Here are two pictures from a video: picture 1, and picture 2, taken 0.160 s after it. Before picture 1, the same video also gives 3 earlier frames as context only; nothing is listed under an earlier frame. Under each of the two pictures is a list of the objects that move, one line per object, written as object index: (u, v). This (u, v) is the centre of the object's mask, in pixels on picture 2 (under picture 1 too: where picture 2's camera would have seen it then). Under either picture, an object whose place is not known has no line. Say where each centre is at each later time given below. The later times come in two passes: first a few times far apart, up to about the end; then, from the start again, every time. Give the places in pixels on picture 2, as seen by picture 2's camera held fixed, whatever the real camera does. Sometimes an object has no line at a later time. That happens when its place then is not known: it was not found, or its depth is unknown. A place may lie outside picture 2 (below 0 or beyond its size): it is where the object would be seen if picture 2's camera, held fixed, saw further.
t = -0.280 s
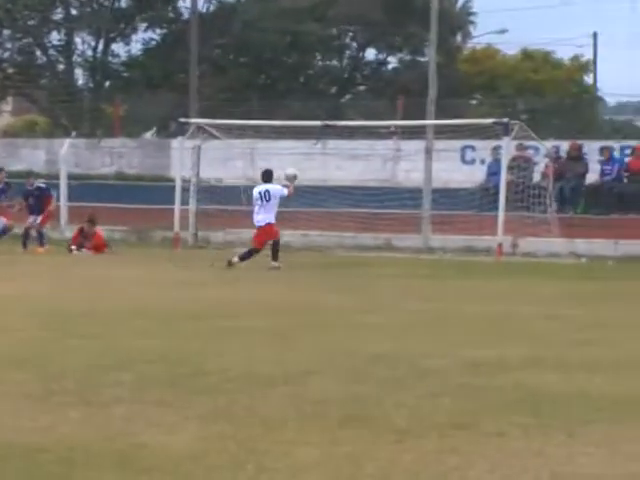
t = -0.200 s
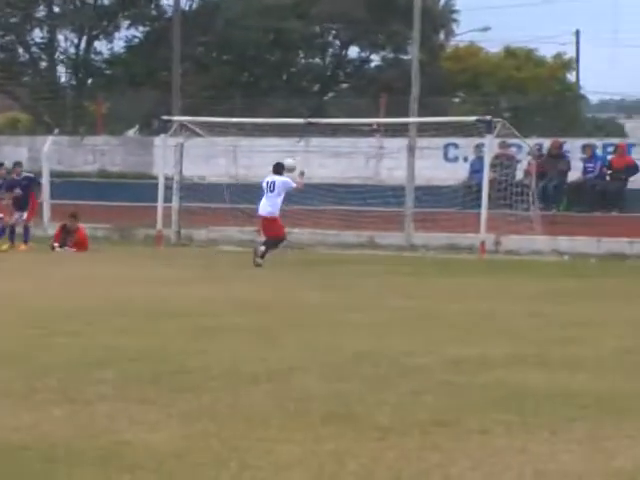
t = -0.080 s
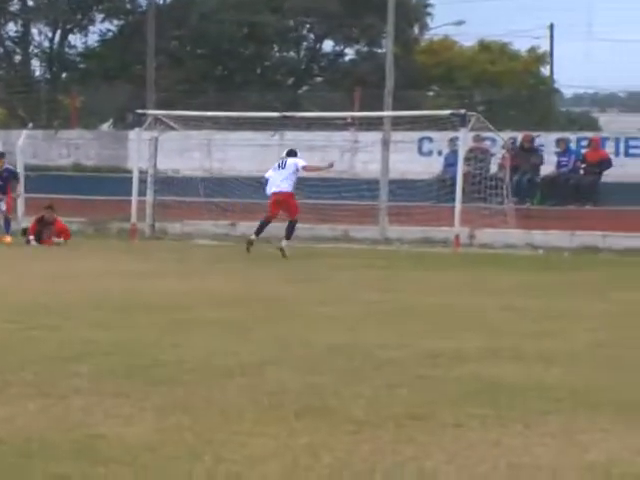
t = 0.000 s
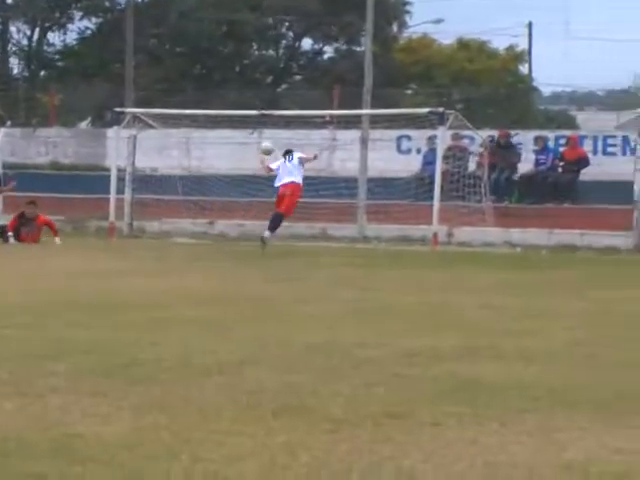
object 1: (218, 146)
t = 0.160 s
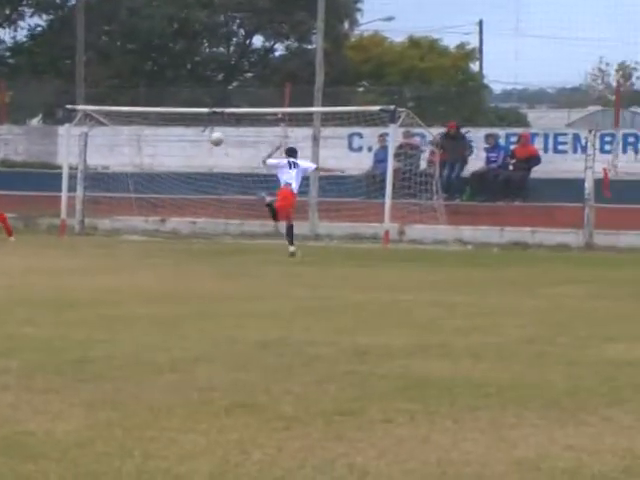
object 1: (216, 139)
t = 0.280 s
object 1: (214, 142)
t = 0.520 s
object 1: (212, 170)
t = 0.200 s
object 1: (216, 139)
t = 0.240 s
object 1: (215, 140)
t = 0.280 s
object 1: (214, 142)
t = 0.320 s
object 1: (213, 145)
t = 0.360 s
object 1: (213, 150)
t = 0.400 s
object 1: (213, 154)
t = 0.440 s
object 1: (212, 159)
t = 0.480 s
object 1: (212, 165)
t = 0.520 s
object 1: (212, 170)
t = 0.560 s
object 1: (210, 179)
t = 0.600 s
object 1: (210, 187)
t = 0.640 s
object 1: (210, 195)
